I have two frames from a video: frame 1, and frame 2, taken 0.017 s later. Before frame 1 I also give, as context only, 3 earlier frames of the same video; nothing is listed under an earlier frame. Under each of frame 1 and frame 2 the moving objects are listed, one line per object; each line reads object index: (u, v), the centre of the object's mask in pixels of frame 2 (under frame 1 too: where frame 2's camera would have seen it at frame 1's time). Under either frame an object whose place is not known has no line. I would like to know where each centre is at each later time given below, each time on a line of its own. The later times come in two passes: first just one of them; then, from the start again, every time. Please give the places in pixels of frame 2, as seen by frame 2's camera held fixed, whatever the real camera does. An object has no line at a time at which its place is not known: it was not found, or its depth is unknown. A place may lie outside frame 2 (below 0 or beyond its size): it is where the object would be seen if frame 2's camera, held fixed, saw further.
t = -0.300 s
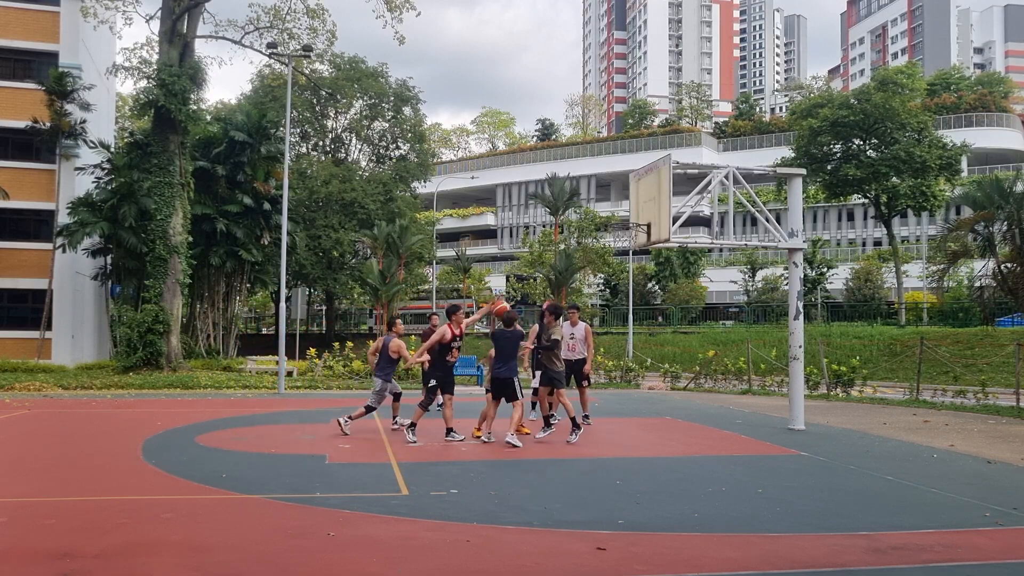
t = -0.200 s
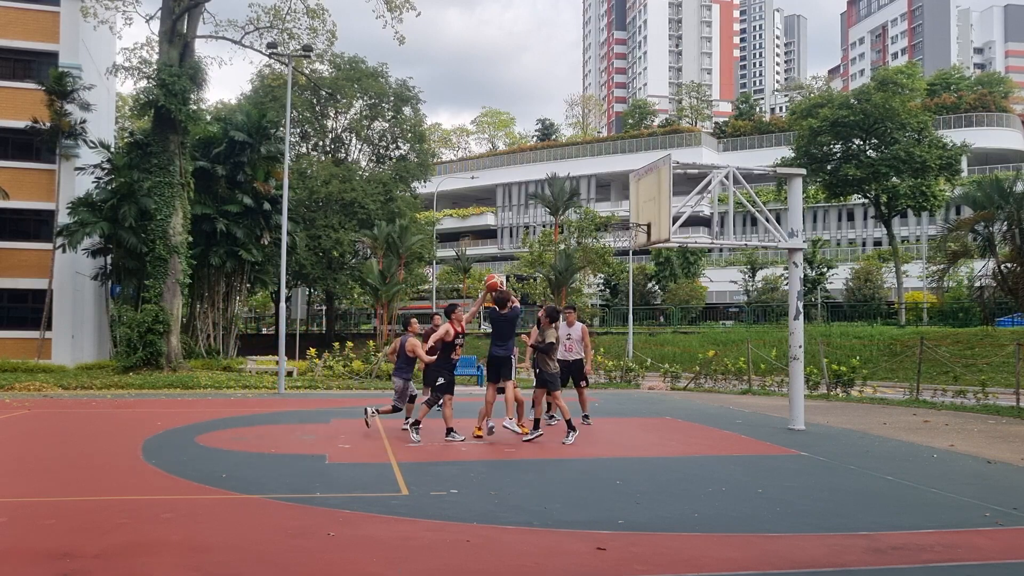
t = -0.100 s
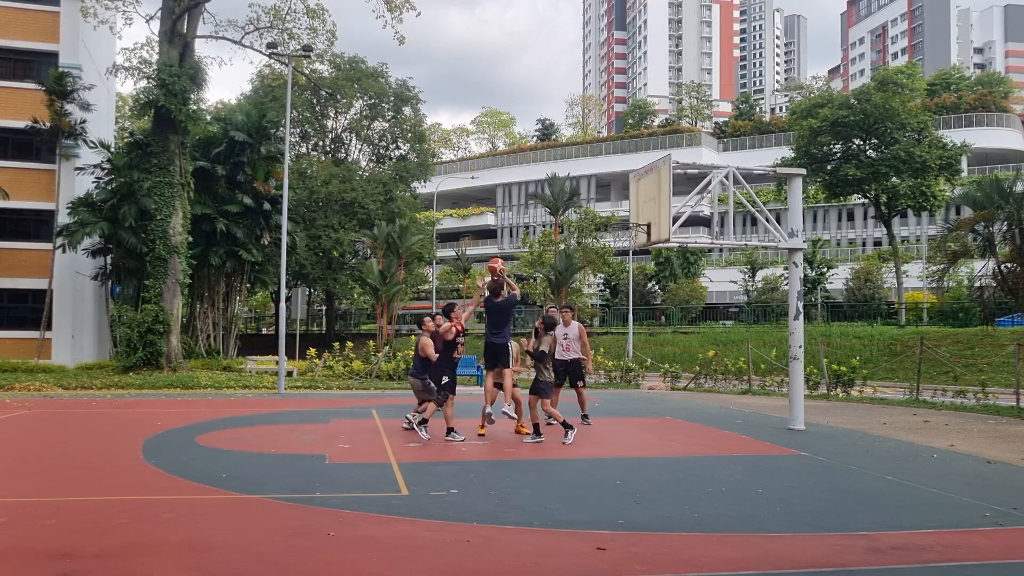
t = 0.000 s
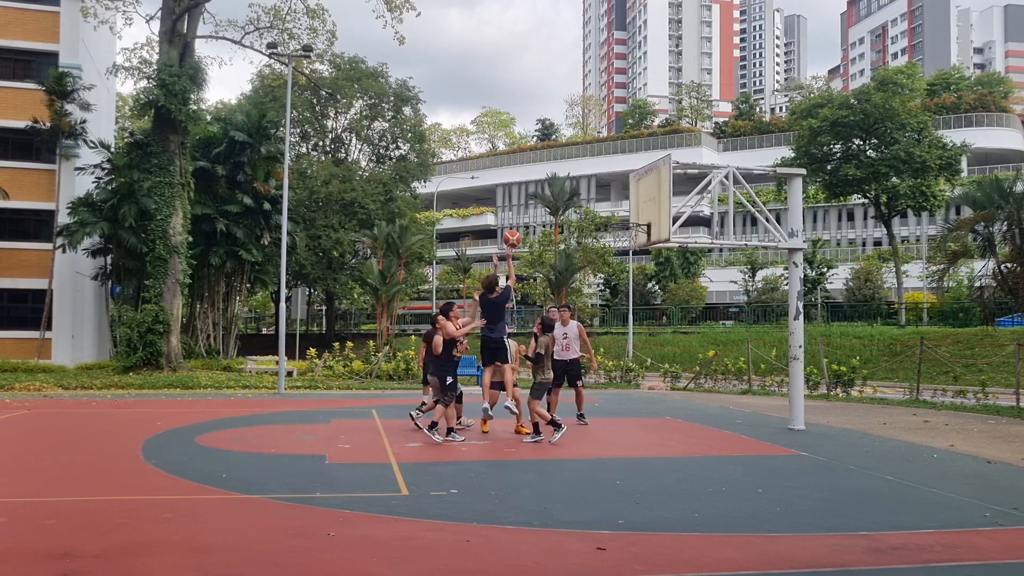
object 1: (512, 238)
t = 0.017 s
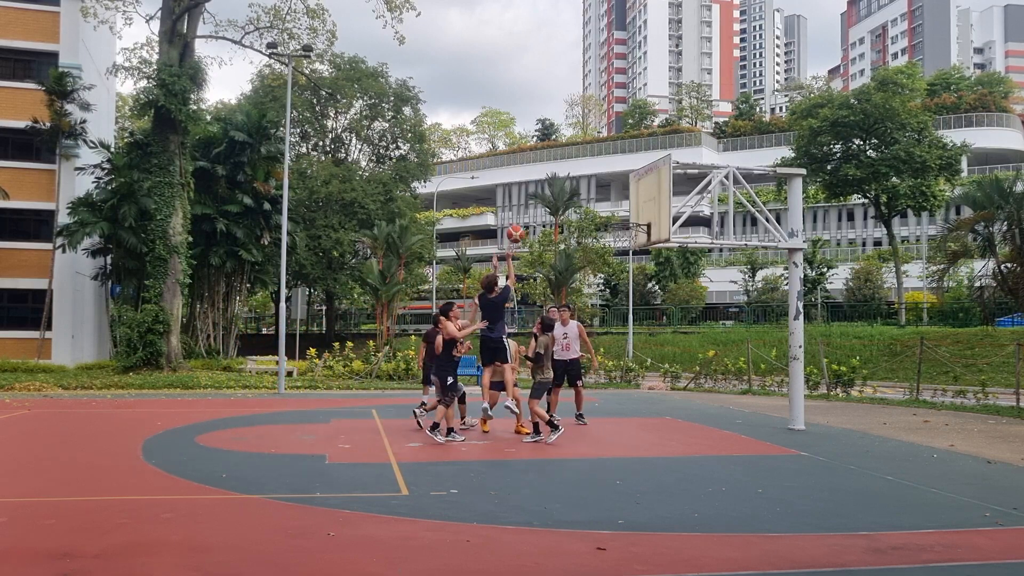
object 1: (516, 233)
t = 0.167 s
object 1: (544, 198)
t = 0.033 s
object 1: (519, 229)
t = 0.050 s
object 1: (522, 224)
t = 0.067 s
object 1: (525, 220)
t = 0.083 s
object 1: (529, 216)
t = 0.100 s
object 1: (531, 213)
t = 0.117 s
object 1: (535, 208)
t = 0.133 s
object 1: (537, 205)
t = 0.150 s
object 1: (541, 202)
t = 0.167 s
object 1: (544, 198)
